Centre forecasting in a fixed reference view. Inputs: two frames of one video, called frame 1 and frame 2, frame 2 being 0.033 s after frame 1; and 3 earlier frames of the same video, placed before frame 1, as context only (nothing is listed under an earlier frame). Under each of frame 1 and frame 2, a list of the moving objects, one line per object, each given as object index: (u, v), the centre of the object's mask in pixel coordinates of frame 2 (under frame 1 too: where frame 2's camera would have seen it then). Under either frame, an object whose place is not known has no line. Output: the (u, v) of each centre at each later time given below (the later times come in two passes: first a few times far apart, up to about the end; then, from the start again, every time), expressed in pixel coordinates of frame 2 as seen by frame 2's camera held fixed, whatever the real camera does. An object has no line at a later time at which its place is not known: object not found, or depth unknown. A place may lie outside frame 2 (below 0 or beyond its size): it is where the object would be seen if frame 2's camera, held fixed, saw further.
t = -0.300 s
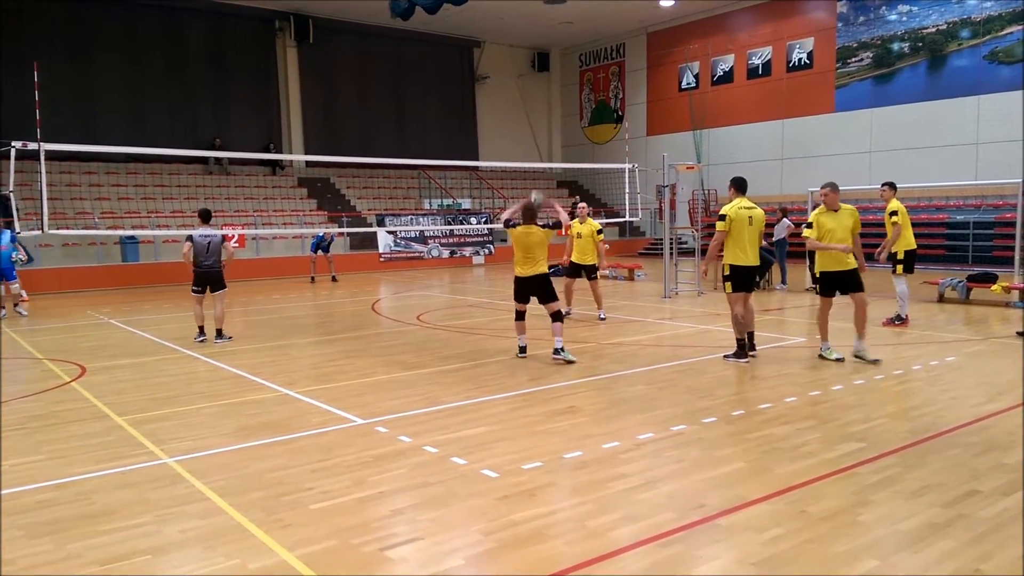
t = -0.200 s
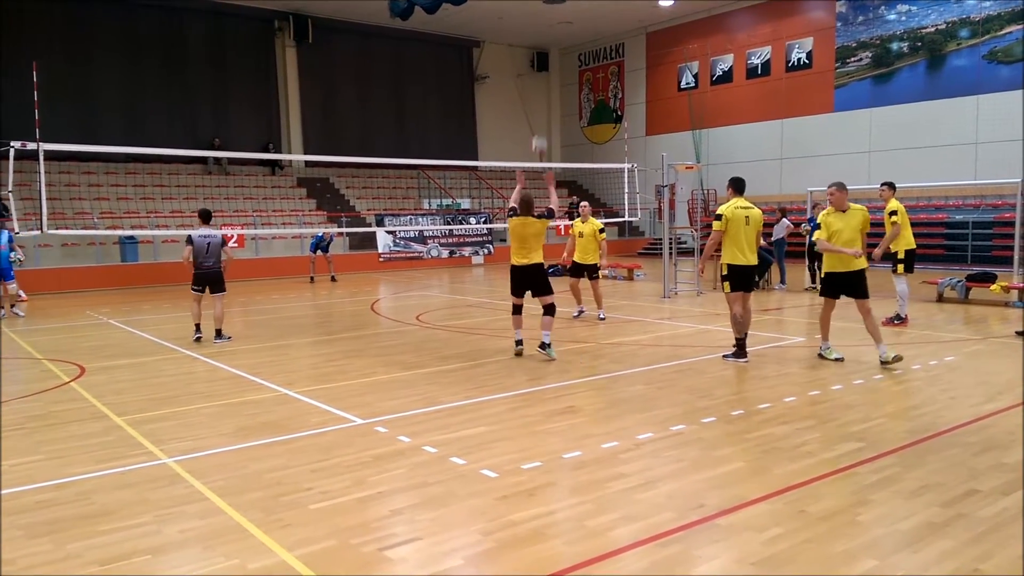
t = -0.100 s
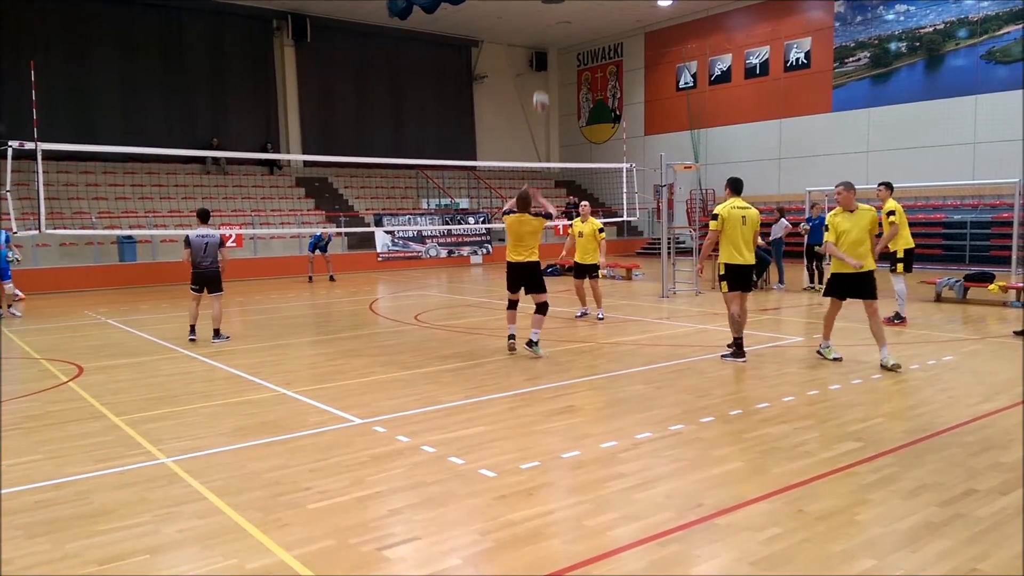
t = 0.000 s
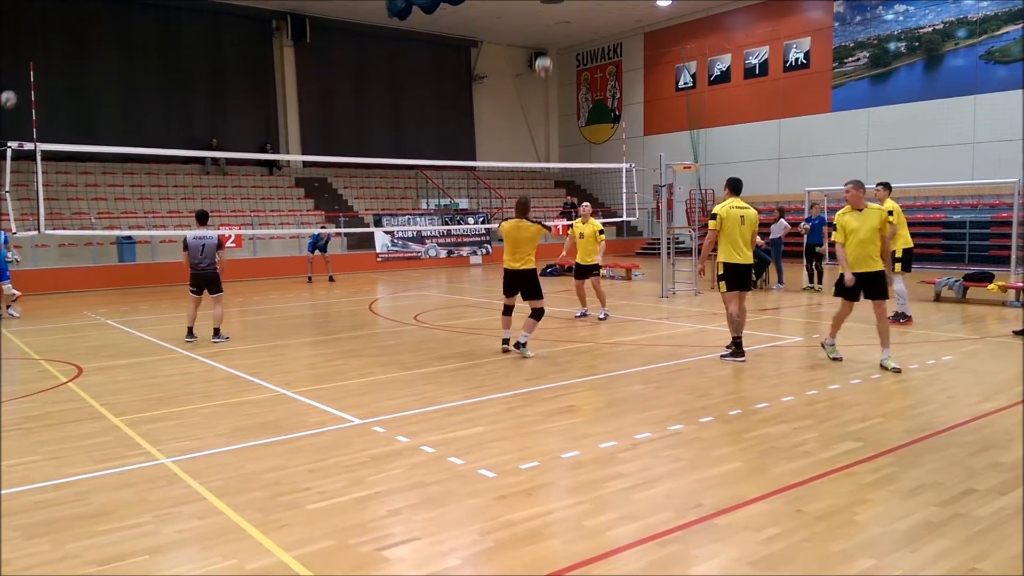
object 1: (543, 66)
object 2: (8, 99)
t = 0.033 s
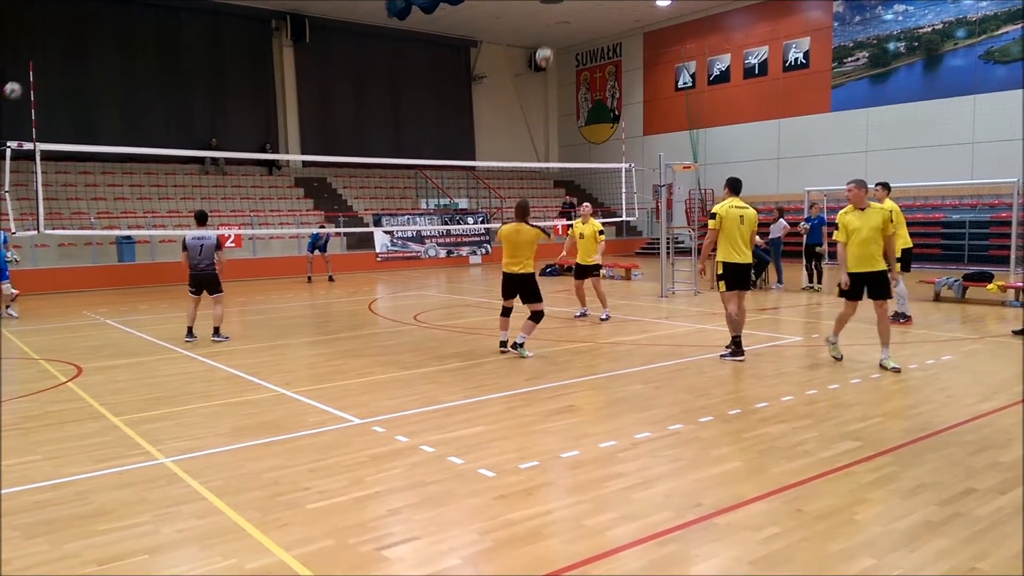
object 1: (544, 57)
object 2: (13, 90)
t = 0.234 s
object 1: (552, 20)
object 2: (47, 51)
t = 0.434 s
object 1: (559, 18)
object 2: (85, 39)
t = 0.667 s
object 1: (567, 50)
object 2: (134, 62)
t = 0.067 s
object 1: (545, 48)
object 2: (18, 82)
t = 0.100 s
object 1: (546, 41)
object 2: (23, 75)
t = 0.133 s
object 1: (548, 34)
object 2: (30, 67)
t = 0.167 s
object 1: (549, 28)
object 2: (35, 61)
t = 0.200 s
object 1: (550, 24)
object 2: (41, 55)
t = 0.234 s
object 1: (552, 20)
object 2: (47, 51)
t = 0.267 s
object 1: (553, 18)
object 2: (53, 47)
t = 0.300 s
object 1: (554, 16)
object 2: (60, 44)
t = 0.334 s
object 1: (555, 15)
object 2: (66, 41)
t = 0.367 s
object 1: (556, 15)
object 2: (72, 40)
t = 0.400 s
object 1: (558, 16)
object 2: (79, 39)
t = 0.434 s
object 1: (559, 18)
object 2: (85, 39)
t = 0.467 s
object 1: (560, 20)
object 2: (92, 40)
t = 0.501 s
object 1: (562, 23)
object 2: (99, 41)
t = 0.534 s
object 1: (563, 27)
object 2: (106, 44)
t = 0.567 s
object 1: (564, 31)
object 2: (113, 47)
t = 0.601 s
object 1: (565, 37)
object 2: (120, 51)
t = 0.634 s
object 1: (566, 43)
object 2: (127, 56)
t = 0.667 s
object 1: (567, 50)
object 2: (134, 62)
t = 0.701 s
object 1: (568, 58)
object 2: (141, 69)
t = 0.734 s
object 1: (569, 66)
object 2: (148, 76)
